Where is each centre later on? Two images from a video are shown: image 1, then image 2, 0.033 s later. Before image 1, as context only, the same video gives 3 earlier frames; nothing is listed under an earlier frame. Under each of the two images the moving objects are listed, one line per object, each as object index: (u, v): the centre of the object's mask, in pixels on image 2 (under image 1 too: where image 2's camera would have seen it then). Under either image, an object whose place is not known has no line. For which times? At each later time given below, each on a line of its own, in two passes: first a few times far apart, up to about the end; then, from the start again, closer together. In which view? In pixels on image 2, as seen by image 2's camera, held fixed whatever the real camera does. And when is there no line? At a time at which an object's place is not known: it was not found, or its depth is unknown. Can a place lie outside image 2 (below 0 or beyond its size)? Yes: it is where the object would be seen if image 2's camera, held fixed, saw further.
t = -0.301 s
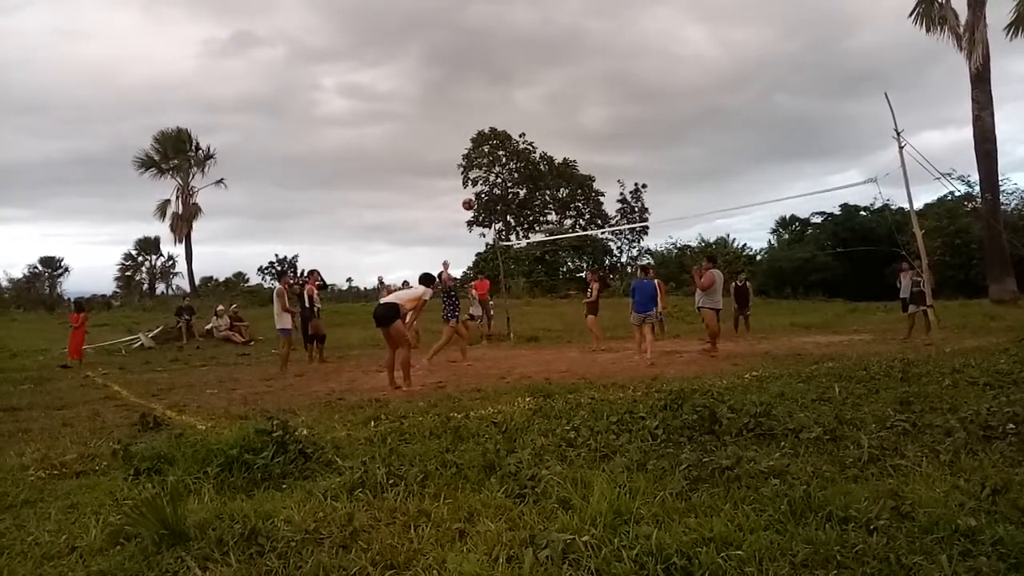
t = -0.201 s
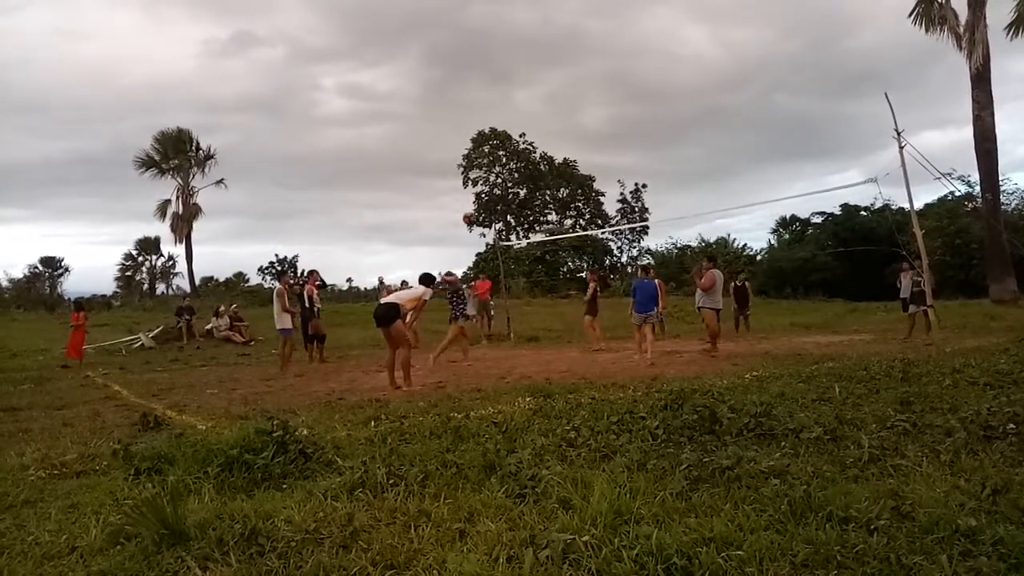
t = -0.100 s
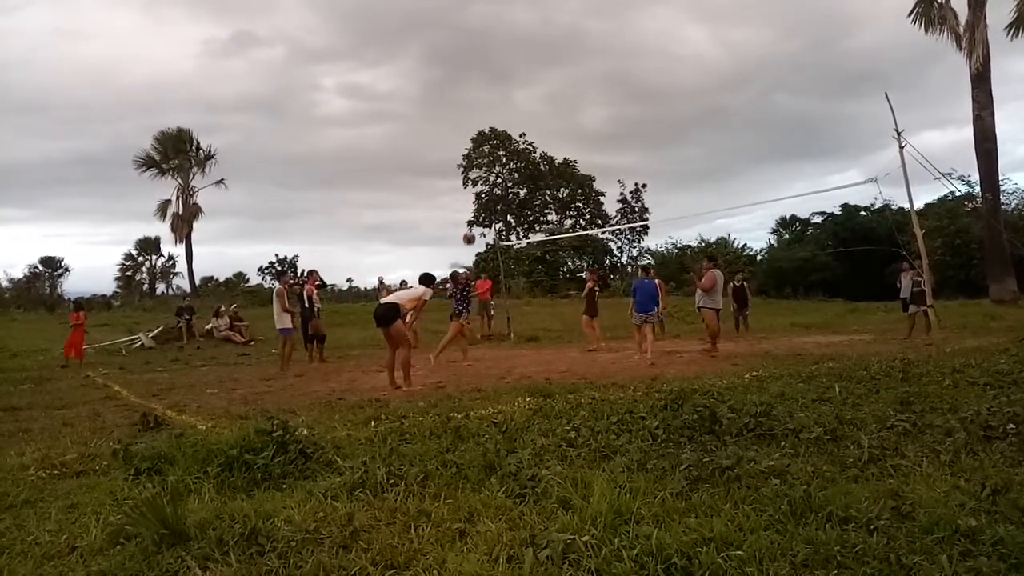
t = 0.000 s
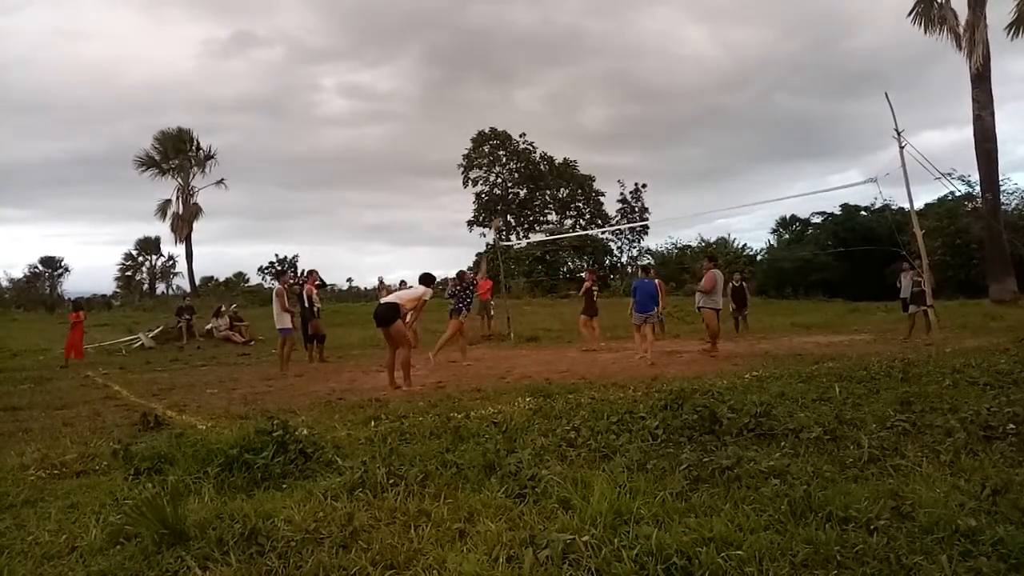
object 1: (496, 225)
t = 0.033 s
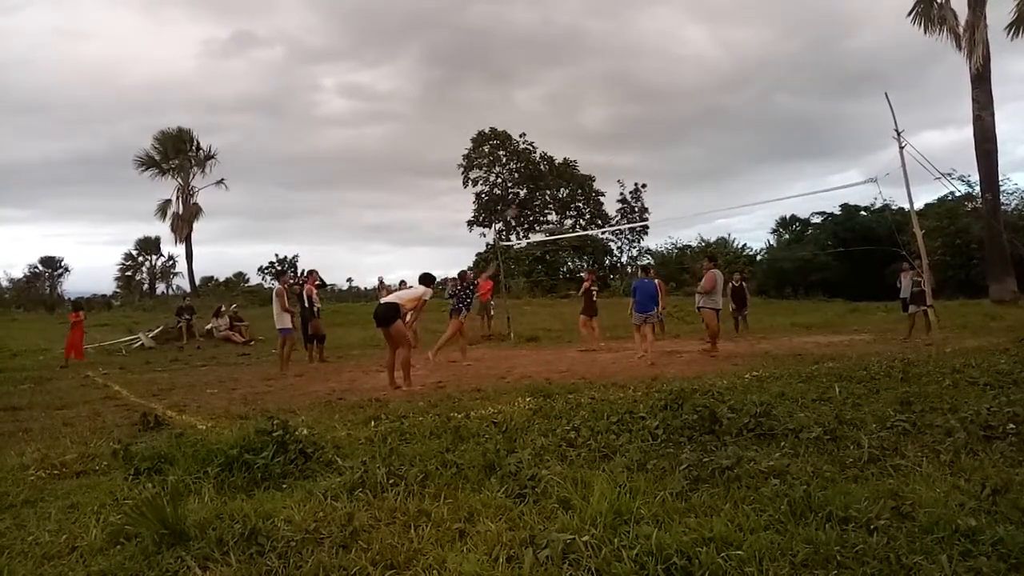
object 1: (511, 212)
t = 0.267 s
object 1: (602, 166)
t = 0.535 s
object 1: (693, 154)
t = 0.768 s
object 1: (762, 173)
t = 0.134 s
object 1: (552, 187)
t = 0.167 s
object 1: (564, 181)
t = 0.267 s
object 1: (602, 166)
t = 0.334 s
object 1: (626, 159)
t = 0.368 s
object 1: (638, 157)
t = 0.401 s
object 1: (649, 155)
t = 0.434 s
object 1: (660, 154)
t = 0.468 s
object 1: (671, 154)
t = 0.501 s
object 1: (682, 154)
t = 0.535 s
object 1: (693, 154)
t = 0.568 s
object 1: (703, 155)
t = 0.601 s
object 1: (713, 157)
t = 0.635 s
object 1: (724, 159)
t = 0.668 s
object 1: (734, 162)
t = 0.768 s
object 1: (762, 173)
